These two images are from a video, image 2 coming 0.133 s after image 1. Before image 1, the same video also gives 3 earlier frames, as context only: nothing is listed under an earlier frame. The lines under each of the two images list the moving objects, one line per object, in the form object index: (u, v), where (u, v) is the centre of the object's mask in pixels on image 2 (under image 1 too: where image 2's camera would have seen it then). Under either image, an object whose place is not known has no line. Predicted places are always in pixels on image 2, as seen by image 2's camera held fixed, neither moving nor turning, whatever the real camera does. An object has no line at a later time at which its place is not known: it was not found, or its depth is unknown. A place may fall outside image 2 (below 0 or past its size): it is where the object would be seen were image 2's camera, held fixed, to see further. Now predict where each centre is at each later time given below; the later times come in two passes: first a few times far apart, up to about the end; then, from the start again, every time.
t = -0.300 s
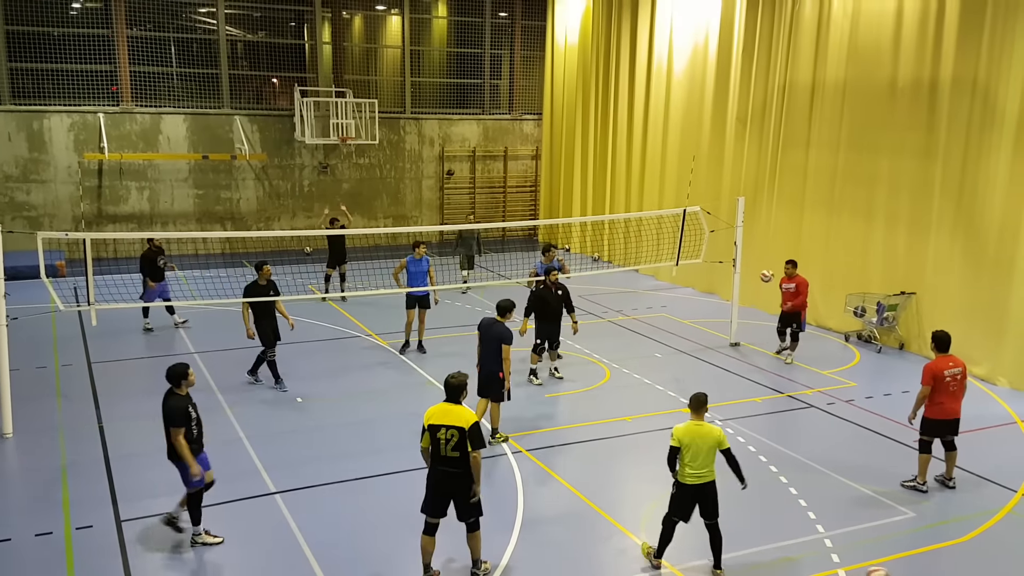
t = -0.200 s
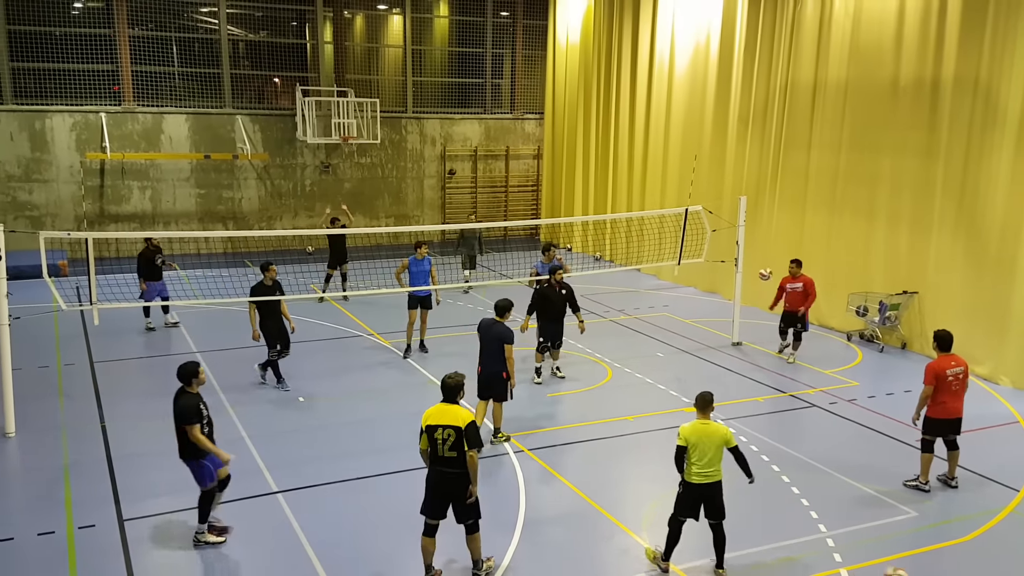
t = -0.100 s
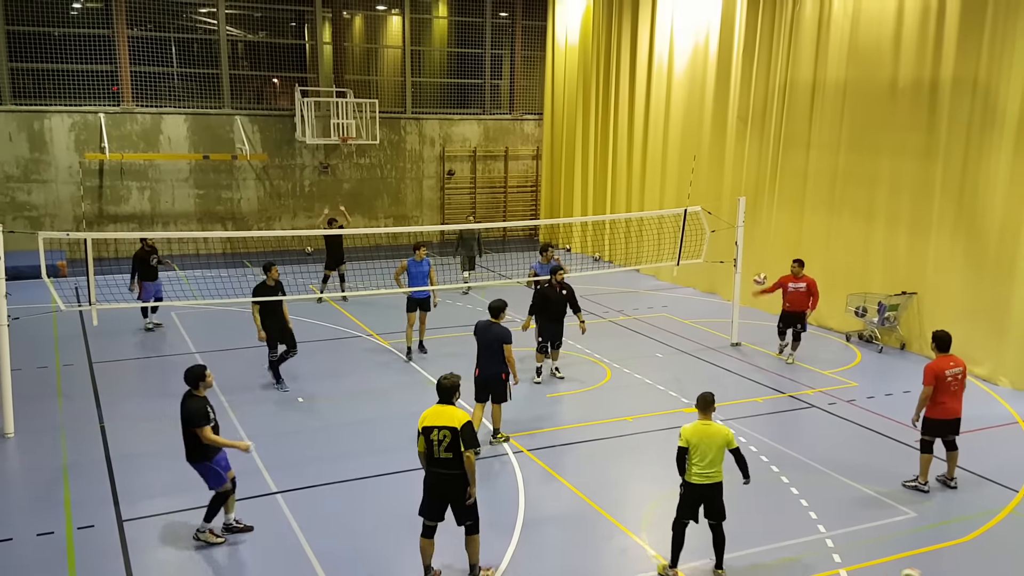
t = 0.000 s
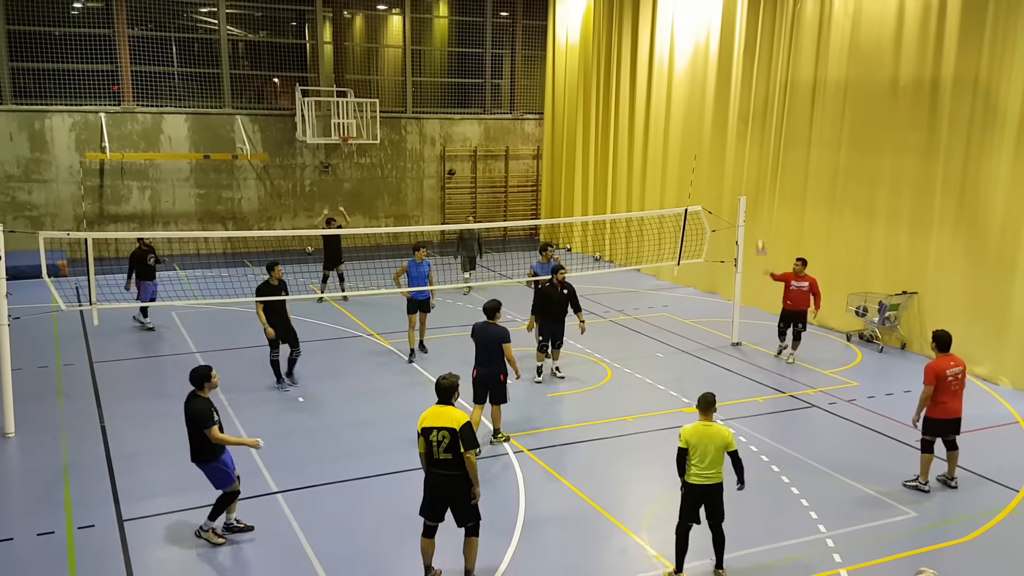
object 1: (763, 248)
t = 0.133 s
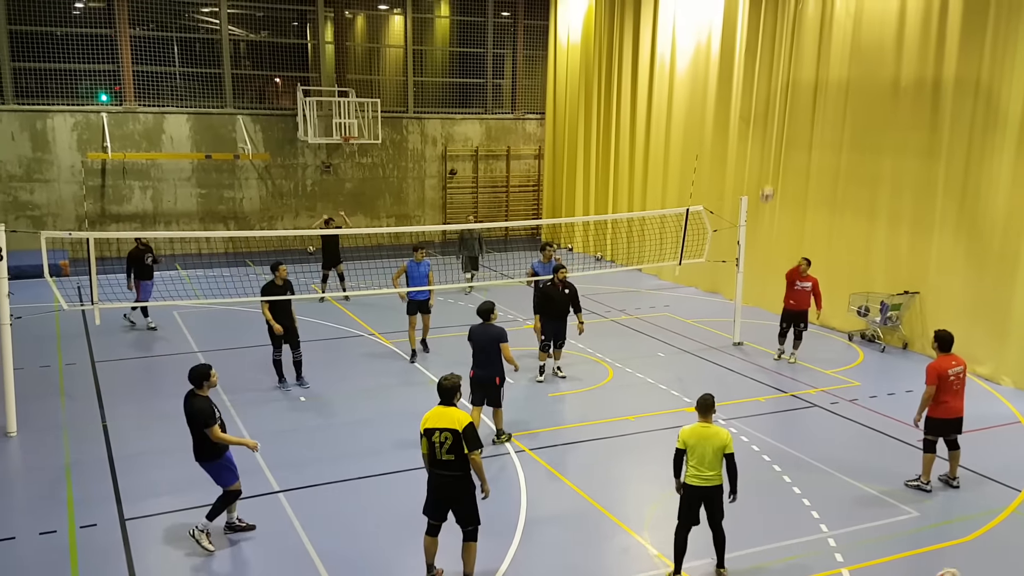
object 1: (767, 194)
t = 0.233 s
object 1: (768, 158)
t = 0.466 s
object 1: (771, 98)
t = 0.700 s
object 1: (768, 76)
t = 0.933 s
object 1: (759, 103)
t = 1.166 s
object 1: (743, 190)
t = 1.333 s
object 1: (729, 289)
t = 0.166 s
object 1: (768, 181)
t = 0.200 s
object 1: (768, 170)
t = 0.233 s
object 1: (768, 158)
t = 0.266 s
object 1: (768, 148)
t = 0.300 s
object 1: (769, 138)
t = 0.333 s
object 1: (770, 127)
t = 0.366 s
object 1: (770, 120)
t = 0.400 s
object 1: (771, 111)
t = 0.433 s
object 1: (770, 105)
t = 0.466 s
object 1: (771, 98)
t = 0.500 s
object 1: (771, 92)
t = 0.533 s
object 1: (771, 87)
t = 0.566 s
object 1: (770, 83)
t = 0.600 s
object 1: (770, 80)
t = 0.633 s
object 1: (769, 78)
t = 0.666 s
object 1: (769, 77)
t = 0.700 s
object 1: (768, 76)
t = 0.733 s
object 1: (767, 77)
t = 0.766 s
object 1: (766, 78)
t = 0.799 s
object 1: (765, 81)
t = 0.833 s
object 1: (763, 85)
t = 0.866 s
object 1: (762, 90)
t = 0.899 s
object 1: (760, 96)
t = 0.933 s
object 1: (759, 103)
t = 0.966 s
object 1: (757, 112)
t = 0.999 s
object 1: (755, 121)
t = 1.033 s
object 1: (752, 132)
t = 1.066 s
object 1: (750, 144)
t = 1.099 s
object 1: (747, 159)
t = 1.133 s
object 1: (745, 173)
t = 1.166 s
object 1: (743, 190)
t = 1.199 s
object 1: (740, 206)
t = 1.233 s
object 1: (737, 225)
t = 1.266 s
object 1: (733, 246)
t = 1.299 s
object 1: (731, 267)
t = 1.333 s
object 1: (729, 289)
